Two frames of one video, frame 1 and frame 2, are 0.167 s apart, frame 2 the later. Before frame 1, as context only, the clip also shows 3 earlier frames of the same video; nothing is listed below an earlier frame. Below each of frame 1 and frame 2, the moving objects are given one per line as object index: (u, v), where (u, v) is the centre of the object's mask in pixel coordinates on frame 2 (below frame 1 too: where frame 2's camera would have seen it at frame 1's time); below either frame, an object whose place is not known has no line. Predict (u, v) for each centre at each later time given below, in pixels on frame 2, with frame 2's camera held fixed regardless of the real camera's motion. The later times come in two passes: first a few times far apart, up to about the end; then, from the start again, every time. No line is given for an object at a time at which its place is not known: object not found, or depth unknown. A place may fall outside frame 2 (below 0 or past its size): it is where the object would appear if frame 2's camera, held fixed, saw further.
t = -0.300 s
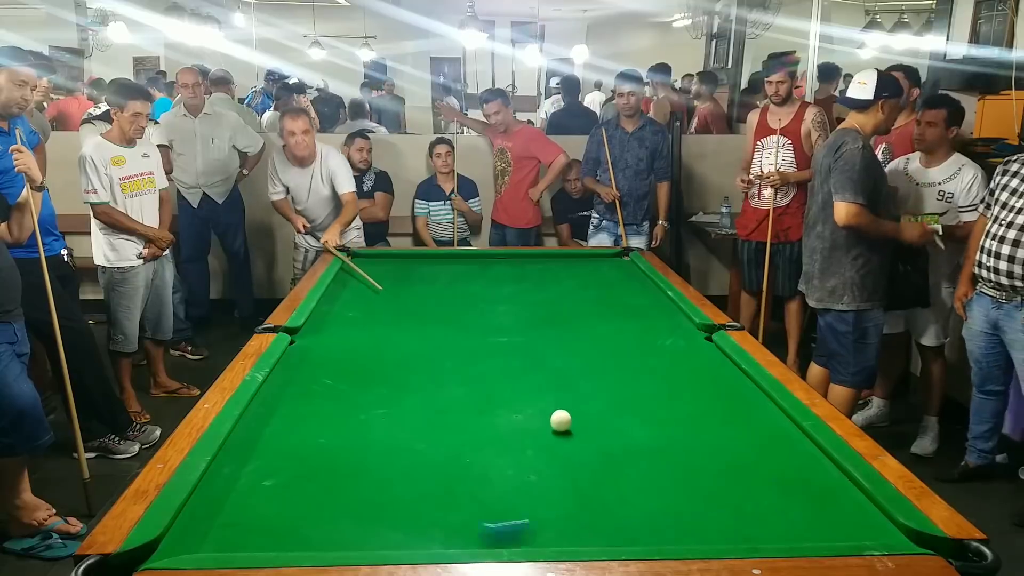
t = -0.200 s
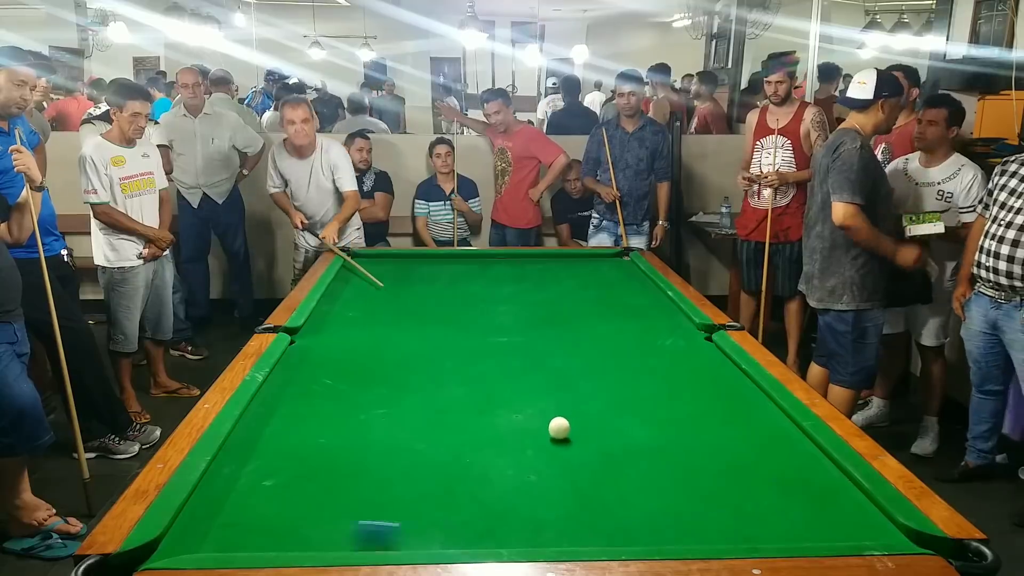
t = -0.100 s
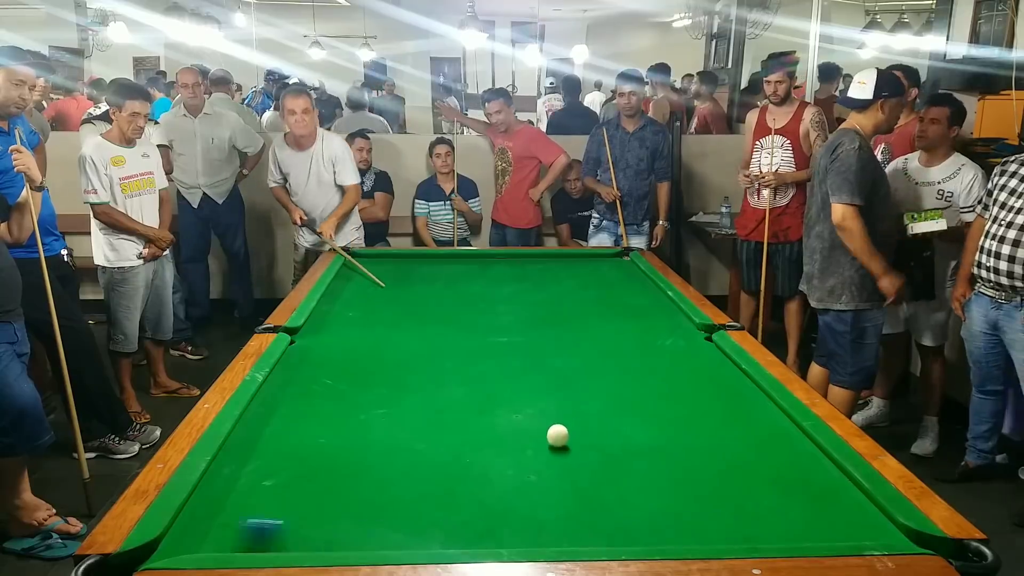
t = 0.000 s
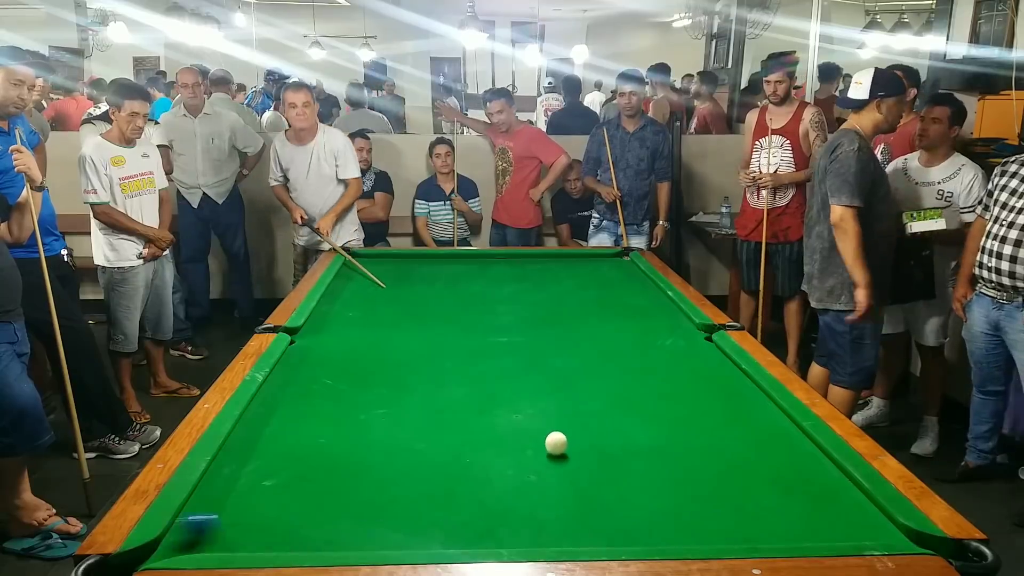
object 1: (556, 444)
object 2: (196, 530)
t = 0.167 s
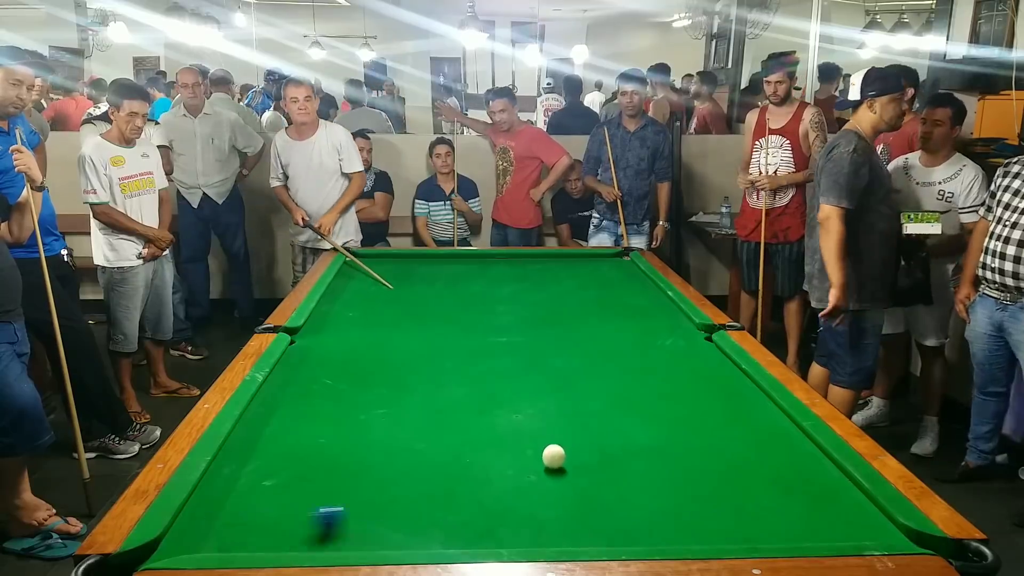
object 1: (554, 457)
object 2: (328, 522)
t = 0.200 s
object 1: (553, 459)
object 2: (352, 520)
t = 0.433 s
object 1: (549, 479)
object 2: (513, 511)
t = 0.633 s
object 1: (546, 495)
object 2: (644, 504)
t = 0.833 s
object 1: (543, 512)
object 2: (766, 497)
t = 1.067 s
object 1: (539, 531)
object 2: (814, 492)
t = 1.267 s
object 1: (536, 540)
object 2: (727, 491)
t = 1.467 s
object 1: (532, 534)
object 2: (645, 490)
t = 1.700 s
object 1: (528, 523)
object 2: (551, 487)
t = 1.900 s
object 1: (526, 516)
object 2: (474, 487)
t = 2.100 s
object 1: (523, 511)
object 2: (401, 487)
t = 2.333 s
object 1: (522, 506)
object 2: (316, 488)
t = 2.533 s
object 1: (522, 503)
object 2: (248, 488)
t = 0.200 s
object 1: (553, 459)
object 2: (352, 520)
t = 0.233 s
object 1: (553, 462)
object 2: (376, 519)
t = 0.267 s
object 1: (552, 465)
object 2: (400, 517)
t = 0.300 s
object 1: (551, 468)
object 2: (423, 516)
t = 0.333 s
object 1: (551, 470)
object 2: (447, 516)
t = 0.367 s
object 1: (550, 473)
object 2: (468, 513)
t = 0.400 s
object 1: (550, 476)
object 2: (492, 512)
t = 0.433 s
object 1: (549, 479)
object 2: (513, 511)
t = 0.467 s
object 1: (549, 481)
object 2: (537, 509)
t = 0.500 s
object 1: (548, 482)
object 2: (556, 508)
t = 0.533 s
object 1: (548, 487)
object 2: (579, 507)
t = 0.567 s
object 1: (547, 489)
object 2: (601, 506)
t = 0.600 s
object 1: (547, 492)
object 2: (622, 505)
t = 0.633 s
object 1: (546, 495)
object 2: (644, 504)
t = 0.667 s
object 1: (546, 498)
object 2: (665, 503)
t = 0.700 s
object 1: (545, 501)
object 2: (685, 503)
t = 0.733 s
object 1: (545, 503)
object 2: (705, 501)
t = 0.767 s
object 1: (544, 506)
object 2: (725, 500)
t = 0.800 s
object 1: (543, 509)
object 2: (746, 499)
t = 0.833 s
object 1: (543, 512)
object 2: (766, 497)
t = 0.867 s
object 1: (542, 515)
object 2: (786, 496)
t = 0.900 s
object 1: (542, 518)
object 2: (805, 495)
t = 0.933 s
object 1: (541, 520)
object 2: (824, 493)
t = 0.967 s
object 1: (541, 523)
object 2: (843, 492)
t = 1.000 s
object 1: (541, 526)
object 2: (847, 491)
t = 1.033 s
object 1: (540, 528)
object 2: (830, 492)
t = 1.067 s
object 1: (539, 531)
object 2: (814, 492)
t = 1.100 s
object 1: (539, 533)
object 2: (800, 492)
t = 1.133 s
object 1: (539, 535)
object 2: (785, 491)
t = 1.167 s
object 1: (538, 537)
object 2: (771, 491)
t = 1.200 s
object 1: (538, 539)
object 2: (756, 491)
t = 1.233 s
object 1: (537, 540)
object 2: (742, 491)
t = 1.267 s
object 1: (536, 540)
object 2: (727, 491)
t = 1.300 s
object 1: (536, 539)
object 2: (713, 490)
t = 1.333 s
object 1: (535, 538)
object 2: (700, 490)
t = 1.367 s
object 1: (534, 537)
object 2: (686, 490)
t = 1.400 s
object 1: (534, 536)
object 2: (671, 490)
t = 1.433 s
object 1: (533, 535)
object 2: (658, 490)
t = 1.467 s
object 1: (532, 534)
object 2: (645, 490)
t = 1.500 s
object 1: (532, 533)
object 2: (631, 489)
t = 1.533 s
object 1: (531, 533)
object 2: (617, 489)
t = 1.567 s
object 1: (530, 529)
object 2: (604, 489)
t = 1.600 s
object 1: (530, 528)
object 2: (591, 489)
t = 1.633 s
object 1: (529, 526)
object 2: (577, 488)
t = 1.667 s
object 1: (529, 525)
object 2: (564, 488)
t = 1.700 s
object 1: (528, 523)
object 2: (551, 487)
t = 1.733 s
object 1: (528, 523)
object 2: (537, 487)
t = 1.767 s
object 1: (527, 521)
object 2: (525, 487)
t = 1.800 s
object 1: (527, 520)
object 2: (512, 487)
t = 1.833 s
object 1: (526, 519)
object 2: (499, 487)
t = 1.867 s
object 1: (526, 518)
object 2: (487, 487)
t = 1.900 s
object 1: (526, 516)
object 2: (474, 487)
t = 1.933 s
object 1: (525, 515)
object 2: (462, 487)
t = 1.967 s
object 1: (525, 514)
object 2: (450, 487)
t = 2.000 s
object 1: (524, 514)
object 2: (437, 487)
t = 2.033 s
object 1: (524, 513)
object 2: (425, 487)
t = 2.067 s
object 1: (524, 512)
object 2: (413, 487)
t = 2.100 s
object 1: (523, 511)
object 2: (401, 487)
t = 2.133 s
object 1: (523, 510)
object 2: (388, 487)
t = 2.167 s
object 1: (523, 509)
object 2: (376, 487)
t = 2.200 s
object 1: (523, 508)
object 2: (364, 488)
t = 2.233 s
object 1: (522, 508)
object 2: (352, 488)
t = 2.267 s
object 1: (522, 507)
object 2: (340, 488)
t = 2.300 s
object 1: (522, 506)
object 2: (328, 488)
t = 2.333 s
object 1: (522, 506)
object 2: (316, 488)
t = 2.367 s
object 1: (522, 505)
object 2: (305, 488)
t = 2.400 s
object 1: (522, 505)
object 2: (293, 488)
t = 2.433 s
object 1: (522, 504)
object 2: (282, 488)
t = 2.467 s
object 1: (522, 504)
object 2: (271, 488)
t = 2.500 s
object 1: (522, 503)
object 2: (259, 488)
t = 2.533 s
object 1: (522, 503)
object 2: (248, 488)
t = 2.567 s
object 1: (521, 503)
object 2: (236, 488)
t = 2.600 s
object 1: (521, 502)
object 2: (225, 488)
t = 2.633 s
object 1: (521, 502)
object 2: (214, 488)
